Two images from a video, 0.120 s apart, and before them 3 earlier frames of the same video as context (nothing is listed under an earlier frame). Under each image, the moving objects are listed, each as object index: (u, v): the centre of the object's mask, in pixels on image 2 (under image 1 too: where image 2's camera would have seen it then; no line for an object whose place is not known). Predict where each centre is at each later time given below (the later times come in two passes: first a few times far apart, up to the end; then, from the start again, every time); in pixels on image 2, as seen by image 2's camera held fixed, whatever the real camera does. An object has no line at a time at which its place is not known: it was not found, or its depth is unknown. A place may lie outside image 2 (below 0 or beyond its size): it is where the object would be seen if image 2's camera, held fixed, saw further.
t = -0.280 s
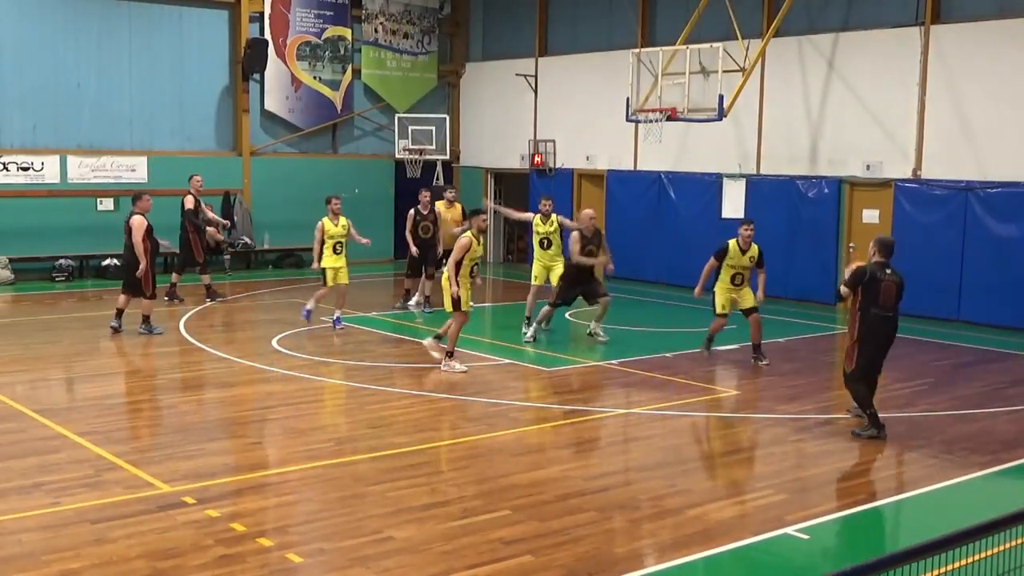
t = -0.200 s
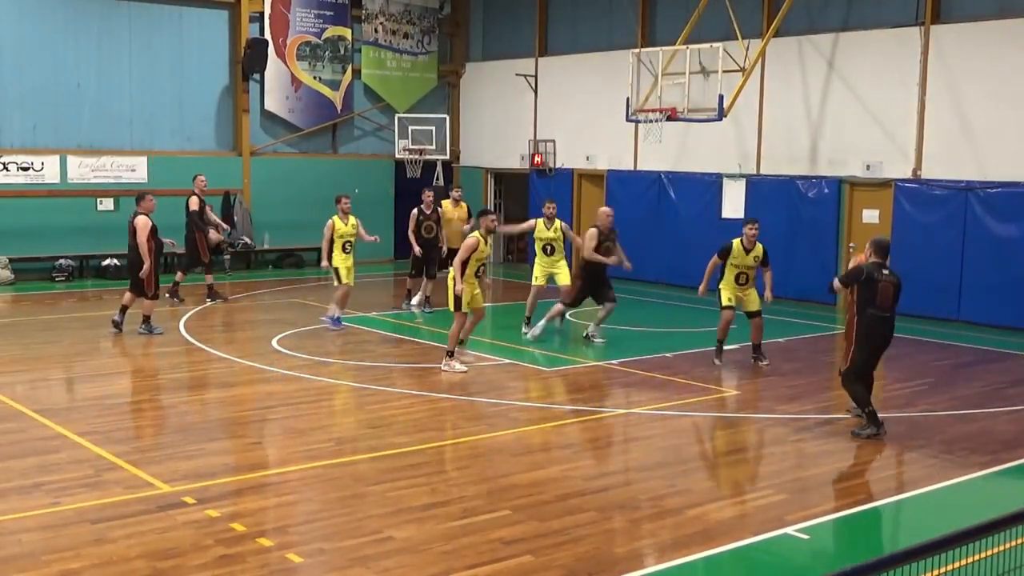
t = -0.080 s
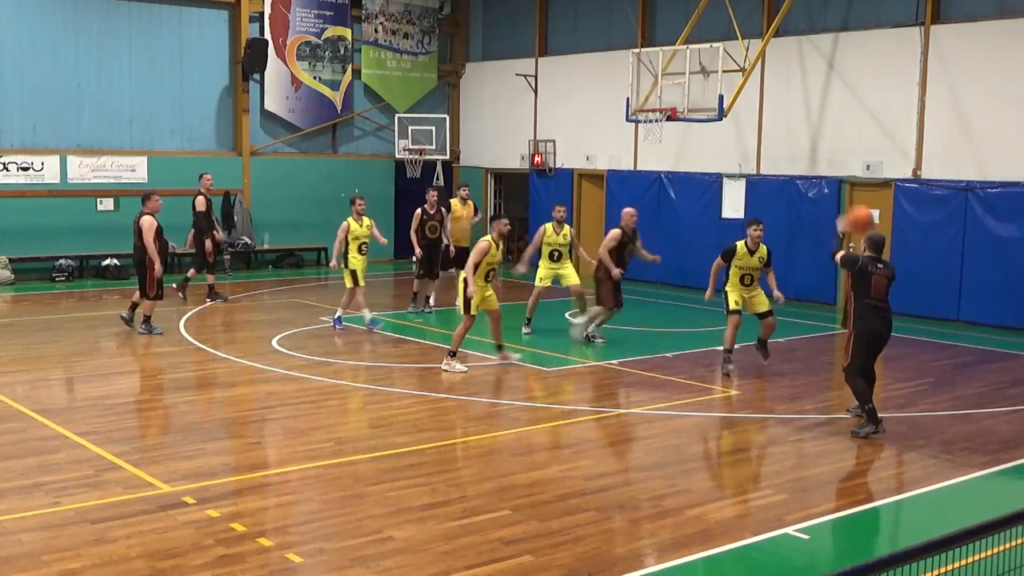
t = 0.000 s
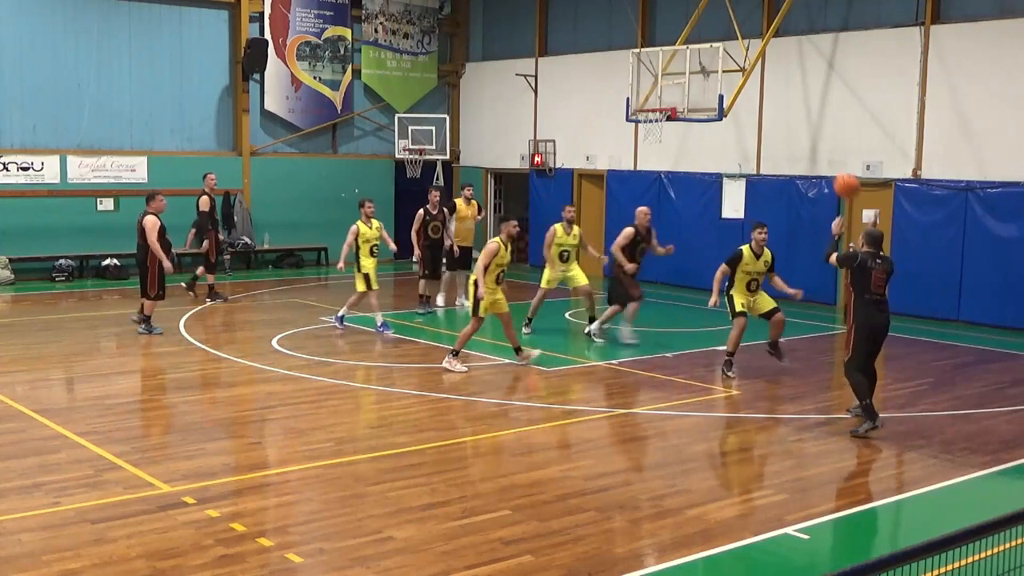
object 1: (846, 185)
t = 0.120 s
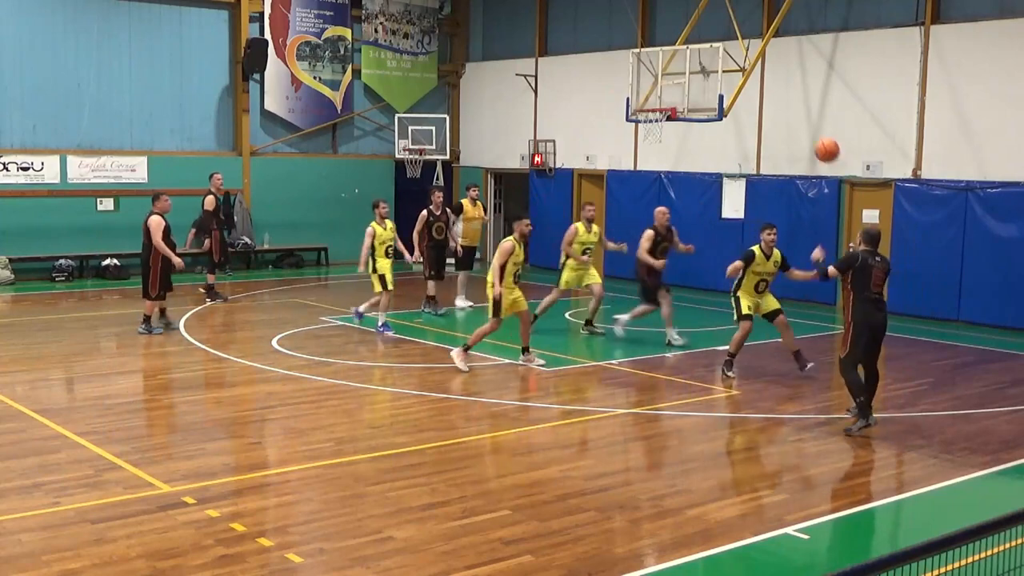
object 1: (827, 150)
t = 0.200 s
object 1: (815, 135)
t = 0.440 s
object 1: (783, 132)
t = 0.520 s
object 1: (773, 141)
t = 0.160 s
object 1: (821, 142)
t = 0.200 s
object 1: (815, 135)
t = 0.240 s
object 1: (809, 131)
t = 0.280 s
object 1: (804, 128)
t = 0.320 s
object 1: (798, 127)
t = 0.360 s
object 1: (793, 127)
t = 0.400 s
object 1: (788, 129)
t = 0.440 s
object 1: (783, 132)
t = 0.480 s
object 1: (778, 136)
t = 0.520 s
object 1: (773, 141)
